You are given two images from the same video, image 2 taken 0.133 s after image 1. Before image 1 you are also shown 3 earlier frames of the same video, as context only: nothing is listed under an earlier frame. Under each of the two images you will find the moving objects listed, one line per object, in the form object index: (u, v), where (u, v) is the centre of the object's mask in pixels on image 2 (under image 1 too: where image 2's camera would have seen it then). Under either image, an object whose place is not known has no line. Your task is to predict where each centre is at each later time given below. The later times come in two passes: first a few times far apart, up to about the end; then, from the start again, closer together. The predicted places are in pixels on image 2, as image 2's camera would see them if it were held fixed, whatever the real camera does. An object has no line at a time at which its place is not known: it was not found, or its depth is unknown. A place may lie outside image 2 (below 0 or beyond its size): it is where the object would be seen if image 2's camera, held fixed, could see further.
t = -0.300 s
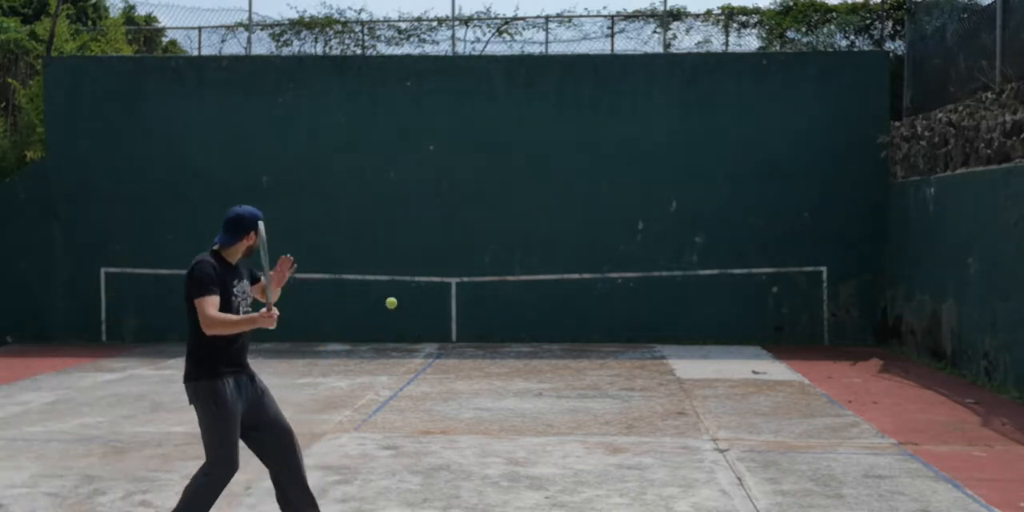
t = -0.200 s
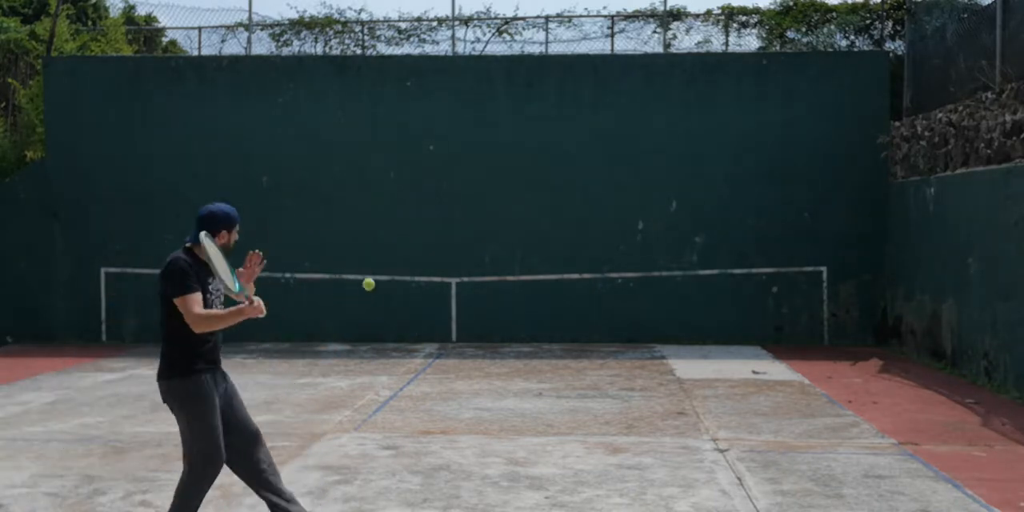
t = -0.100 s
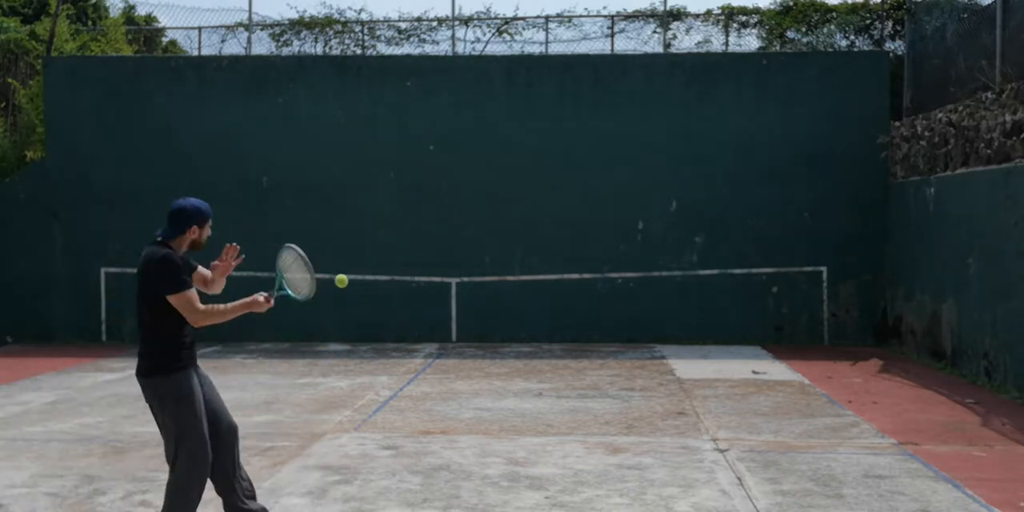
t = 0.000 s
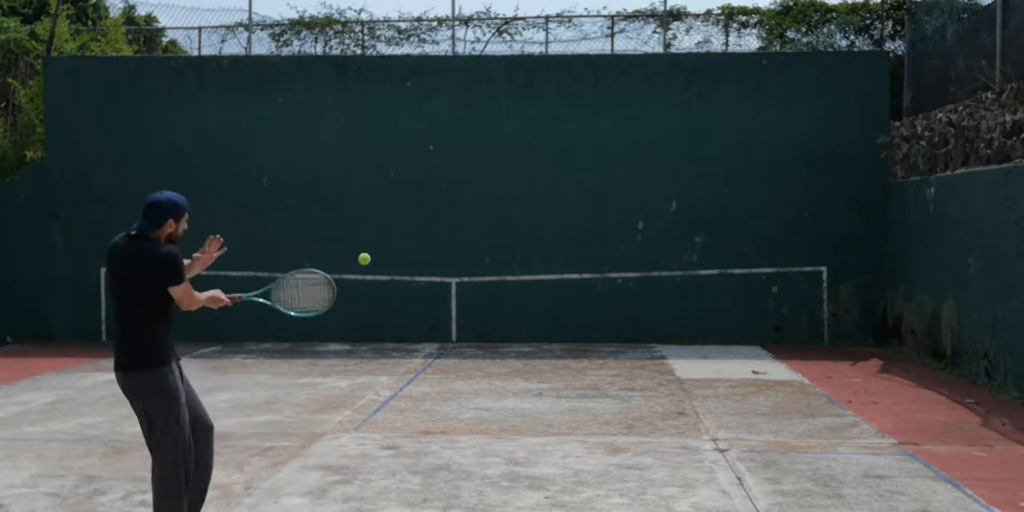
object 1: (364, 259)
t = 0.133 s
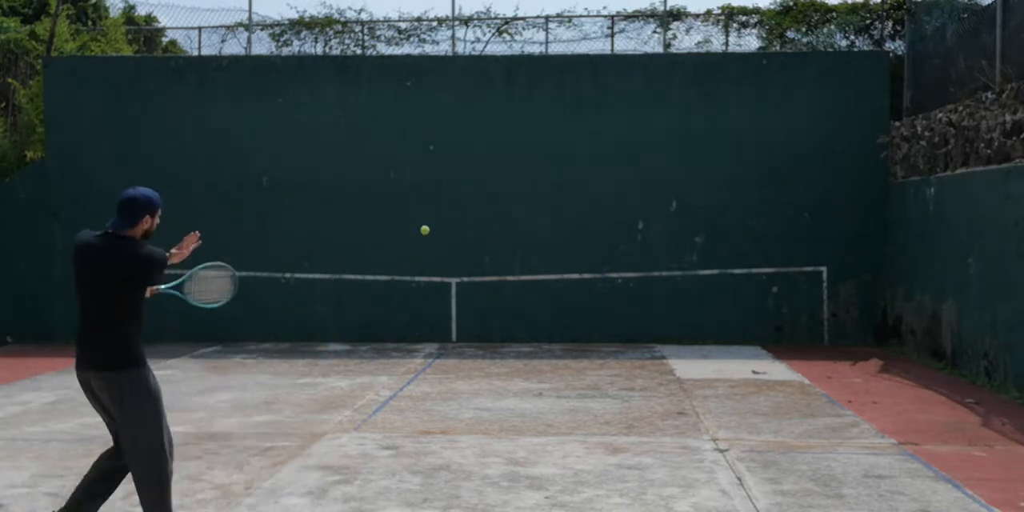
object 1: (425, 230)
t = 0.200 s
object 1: (443, 227)
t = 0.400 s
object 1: (481, 239)
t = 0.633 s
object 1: (466, 297)
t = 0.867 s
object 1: (431, 357)
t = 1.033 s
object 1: (406, 311)
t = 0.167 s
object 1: (434, 228)
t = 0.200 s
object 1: (443, 227)
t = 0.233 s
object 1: (451, 227)
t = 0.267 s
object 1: (459, 228)
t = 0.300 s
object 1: (465, 230)
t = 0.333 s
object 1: (471, 233)
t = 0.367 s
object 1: (476, 236)
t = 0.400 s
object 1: (481, 239)
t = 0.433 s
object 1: (486, 244)
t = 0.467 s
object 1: (487, 249)
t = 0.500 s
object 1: (483, 256)
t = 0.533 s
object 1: (479, 264)
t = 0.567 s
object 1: (475, 273)
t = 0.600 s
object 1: (470, 285)
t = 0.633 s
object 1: (466, 297)
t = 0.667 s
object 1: (461, 311)
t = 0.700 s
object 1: (457, 328)
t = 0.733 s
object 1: (451, 345)
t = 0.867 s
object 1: (431, 357)
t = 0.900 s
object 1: (427, 347)
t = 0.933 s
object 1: (422, 337)
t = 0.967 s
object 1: (417, 327)
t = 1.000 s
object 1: (412, 319)
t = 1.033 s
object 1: (406, 311)
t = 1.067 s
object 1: (400, 304)
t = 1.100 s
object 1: (394, 299)
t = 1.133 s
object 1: (388, 294)
